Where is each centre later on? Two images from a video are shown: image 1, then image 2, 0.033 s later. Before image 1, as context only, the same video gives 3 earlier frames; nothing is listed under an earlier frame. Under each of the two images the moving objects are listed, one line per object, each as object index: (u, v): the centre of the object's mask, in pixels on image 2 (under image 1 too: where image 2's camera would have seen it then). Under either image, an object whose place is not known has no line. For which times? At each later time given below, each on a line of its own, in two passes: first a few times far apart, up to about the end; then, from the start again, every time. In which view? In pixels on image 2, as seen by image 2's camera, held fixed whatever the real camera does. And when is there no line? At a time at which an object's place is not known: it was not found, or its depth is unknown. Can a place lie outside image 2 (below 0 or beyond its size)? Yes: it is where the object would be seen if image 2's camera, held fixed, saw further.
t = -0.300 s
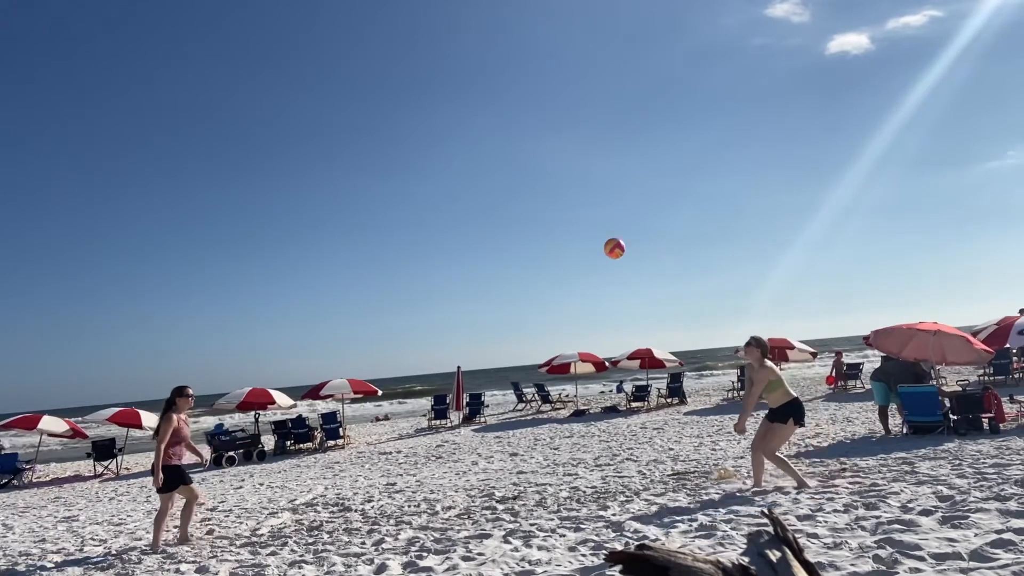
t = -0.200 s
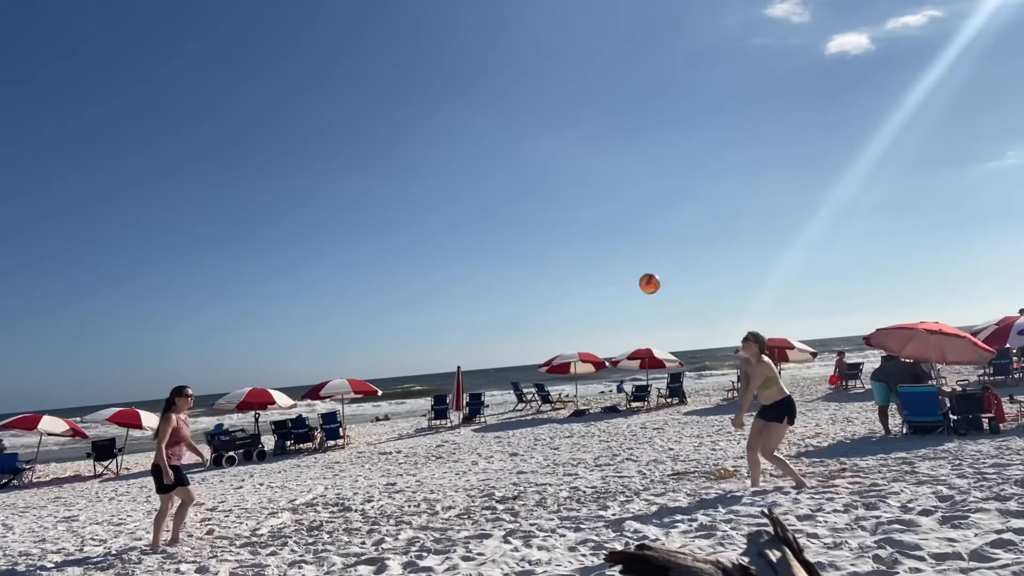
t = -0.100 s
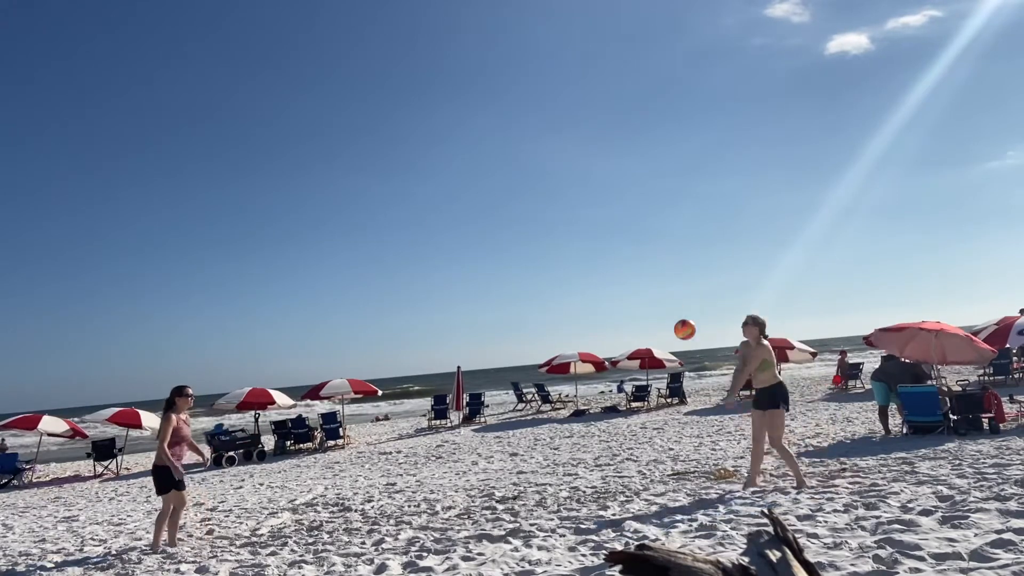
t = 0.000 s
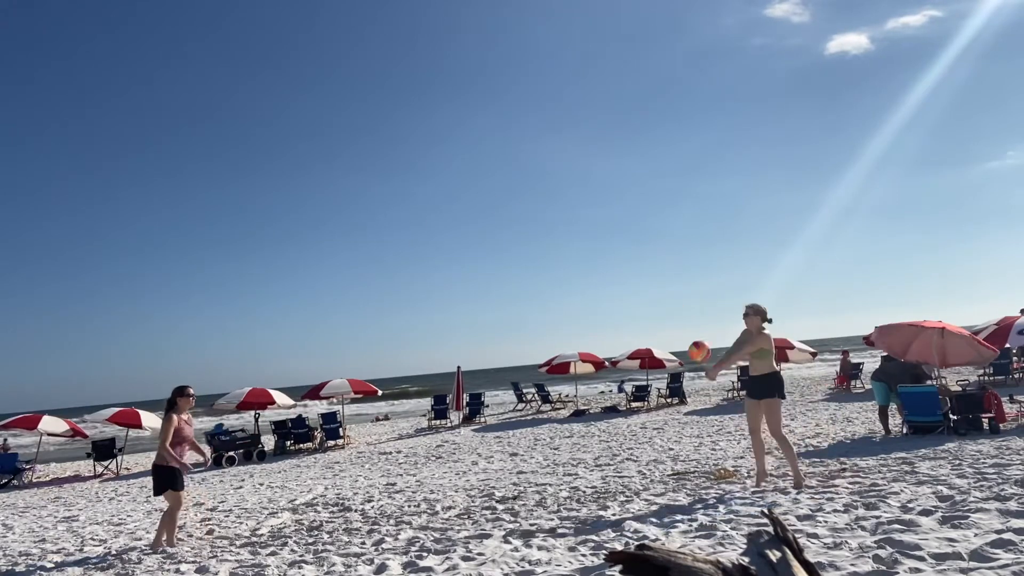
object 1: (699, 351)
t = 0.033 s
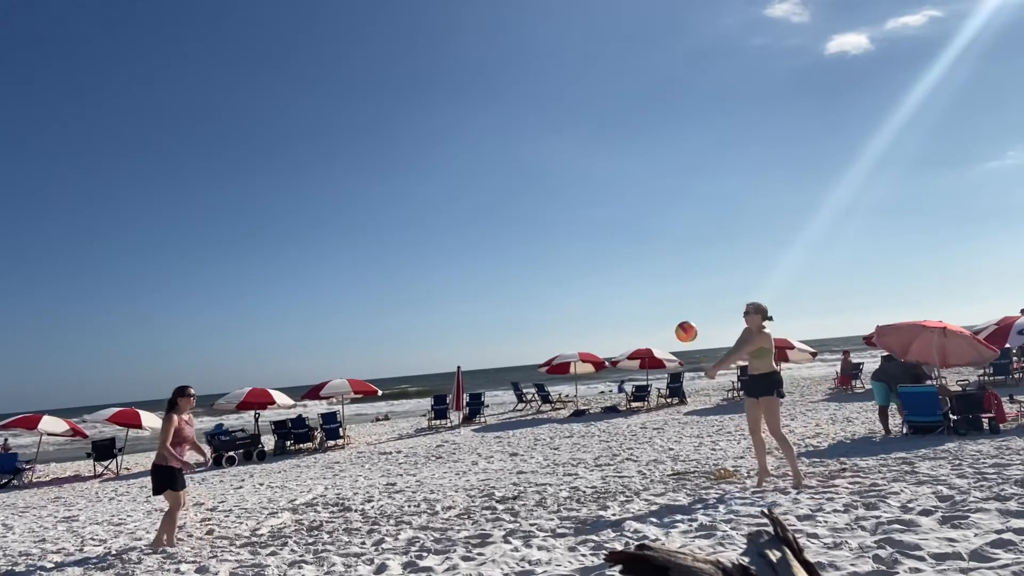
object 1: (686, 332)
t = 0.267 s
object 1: (590, 224)
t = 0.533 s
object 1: (471, 159)
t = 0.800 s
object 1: (333, 169)
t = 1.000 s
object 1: (209, 241)
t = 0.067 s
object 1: (673, 313)
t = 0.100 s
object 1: (660, 296)
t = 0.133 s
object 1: (646, 280)
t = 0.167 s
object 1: (632, 264)
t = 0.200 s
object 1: (618, 250)
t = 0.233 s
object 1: (604, 236)
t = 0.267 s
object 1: (590, 224)
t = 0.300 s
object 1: (576, 212)
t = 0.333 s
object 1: (562, 202)
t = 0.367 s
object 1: (547, 193)
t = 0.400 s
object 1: (532, 184)
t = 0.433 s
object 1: (517, 176)
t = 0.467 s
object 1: (502, 169)
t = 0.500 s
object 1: (486, 163)
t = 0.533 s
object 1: (471, 159)
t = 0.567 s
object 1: (455, 156)
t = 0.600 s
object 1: (438, 154)
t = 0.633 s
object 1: (421, 153)
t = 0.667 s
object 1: (404, 153)
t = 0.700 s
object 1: (387, 155)
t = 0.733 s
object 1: (369, 158)
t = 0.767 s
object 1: (351, 163)
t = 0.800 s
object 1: (333, 169)
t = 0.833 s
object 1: (313, 177)
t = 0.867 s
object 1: (295, 187)
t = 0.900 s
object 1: (274, 198)
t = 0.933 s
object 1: (253, 210)
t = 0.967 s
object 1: (232, 225)
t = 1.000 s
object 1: (209, 241)
